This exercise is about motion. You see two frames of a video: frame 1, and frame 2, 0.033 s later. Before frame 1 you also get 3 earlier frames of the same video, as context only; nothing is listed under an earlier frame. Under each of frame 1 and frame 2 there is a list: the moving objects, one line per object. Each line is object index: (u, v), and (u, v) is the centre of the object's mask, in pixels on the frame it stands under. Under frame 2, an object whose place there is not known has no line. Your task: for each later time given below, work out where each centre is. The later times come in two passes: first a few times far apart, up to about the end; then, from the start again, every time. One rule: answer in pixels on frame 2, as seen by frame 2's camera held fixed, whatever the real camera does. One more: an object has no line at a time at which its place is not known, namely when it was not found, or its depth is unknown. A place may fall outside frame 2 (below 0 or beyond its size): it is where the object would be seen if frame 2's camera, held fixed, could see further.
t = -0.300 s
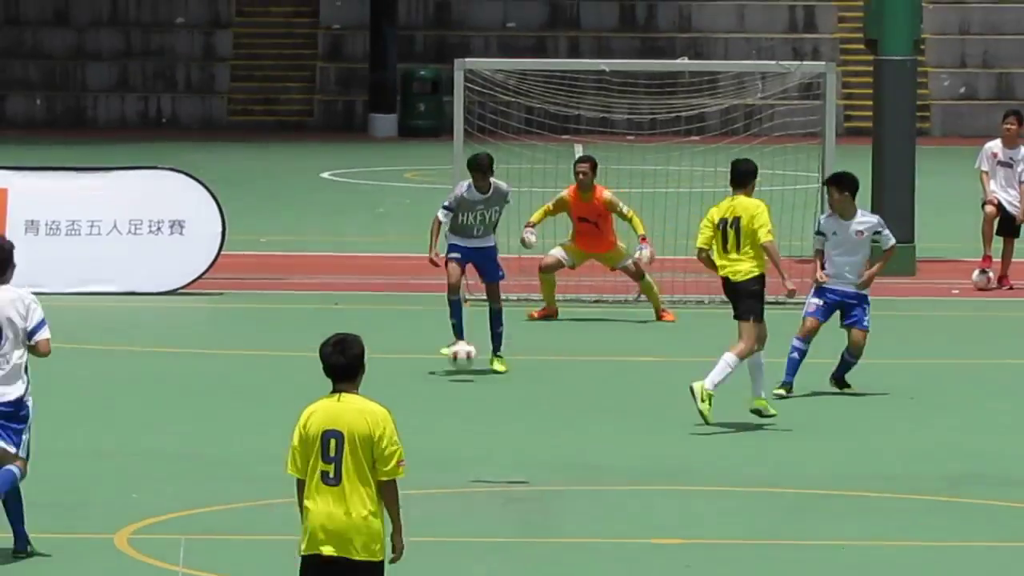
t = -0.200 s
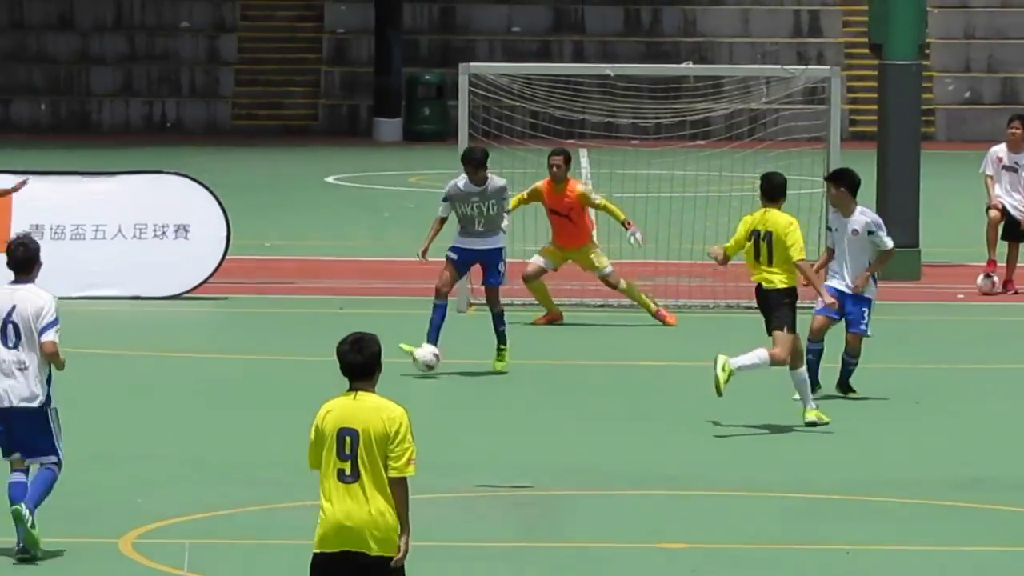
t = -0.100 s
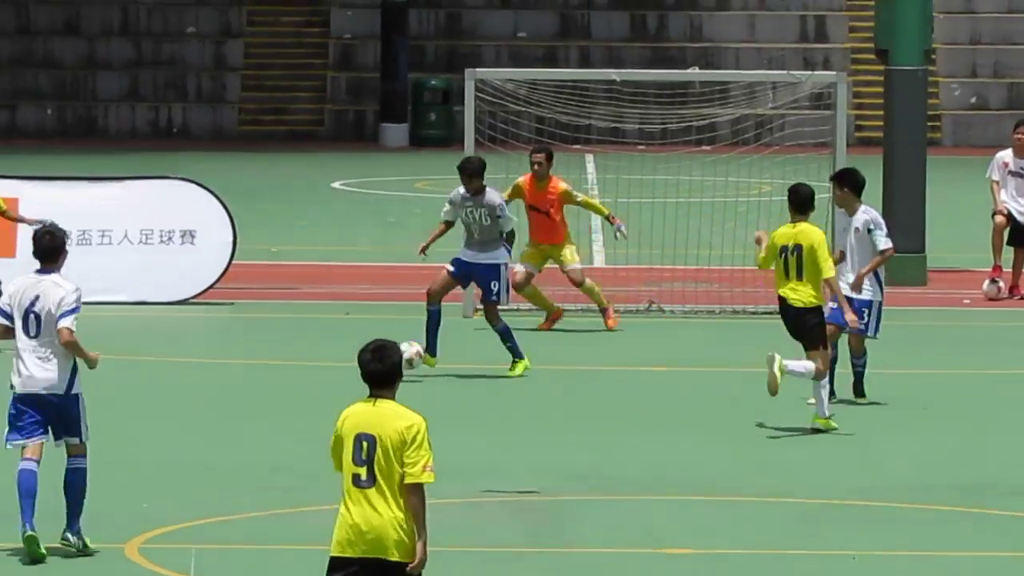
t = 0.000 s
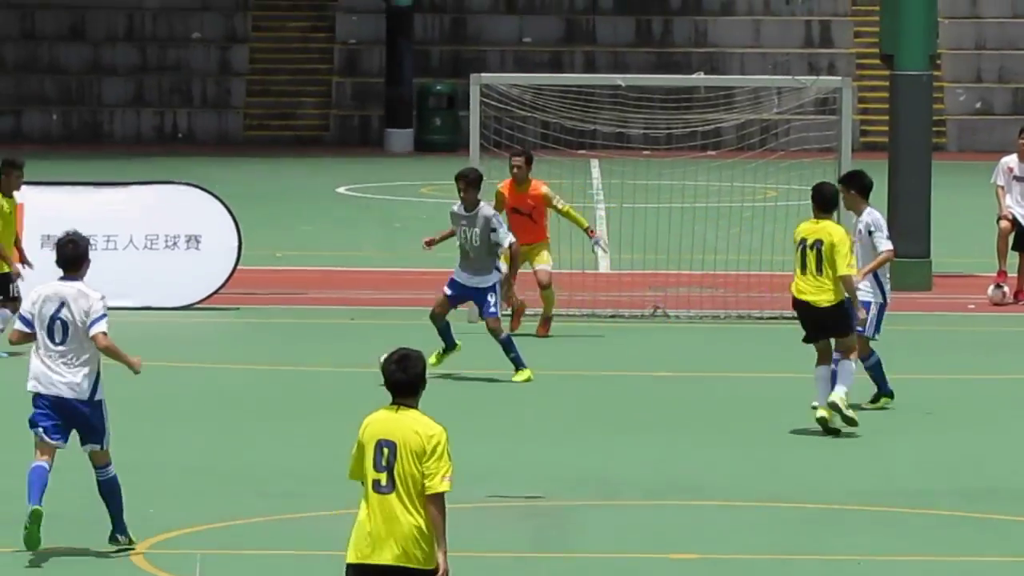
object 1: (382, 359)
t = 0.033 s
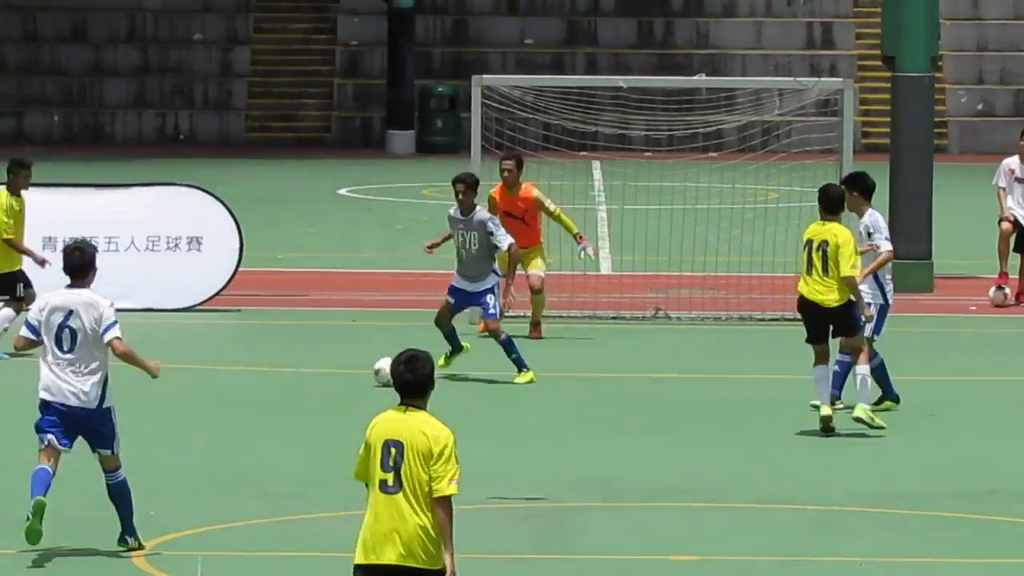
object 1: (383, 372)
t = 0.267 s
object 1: (339, 369)
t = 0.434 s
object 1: (307, 366)
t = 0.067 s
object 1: (379, 370)
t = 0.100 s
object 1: (373, 366)
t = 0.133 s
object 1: (366, 364)
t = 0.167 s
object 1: (360, 364)
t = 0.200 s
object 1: (353, 364)
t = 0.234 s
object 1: (346, 366)
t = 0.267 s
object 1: (339, 369)
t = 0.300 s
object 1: (333, 366)
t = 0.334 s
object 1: (326, 364)
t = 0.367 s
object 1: (319, 363)
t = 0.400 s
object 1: (313, 364)
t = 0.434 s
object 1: (307, 366)
